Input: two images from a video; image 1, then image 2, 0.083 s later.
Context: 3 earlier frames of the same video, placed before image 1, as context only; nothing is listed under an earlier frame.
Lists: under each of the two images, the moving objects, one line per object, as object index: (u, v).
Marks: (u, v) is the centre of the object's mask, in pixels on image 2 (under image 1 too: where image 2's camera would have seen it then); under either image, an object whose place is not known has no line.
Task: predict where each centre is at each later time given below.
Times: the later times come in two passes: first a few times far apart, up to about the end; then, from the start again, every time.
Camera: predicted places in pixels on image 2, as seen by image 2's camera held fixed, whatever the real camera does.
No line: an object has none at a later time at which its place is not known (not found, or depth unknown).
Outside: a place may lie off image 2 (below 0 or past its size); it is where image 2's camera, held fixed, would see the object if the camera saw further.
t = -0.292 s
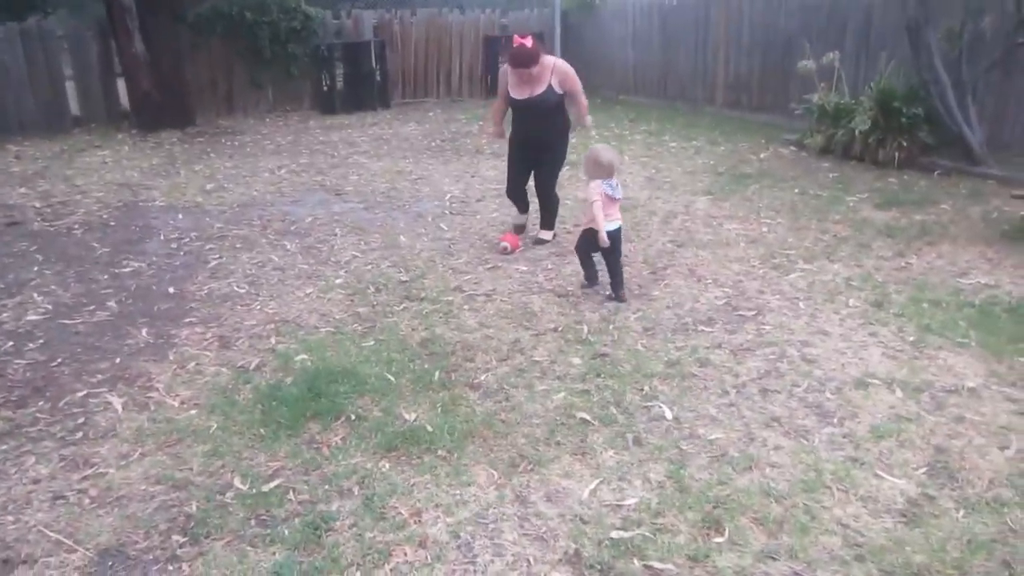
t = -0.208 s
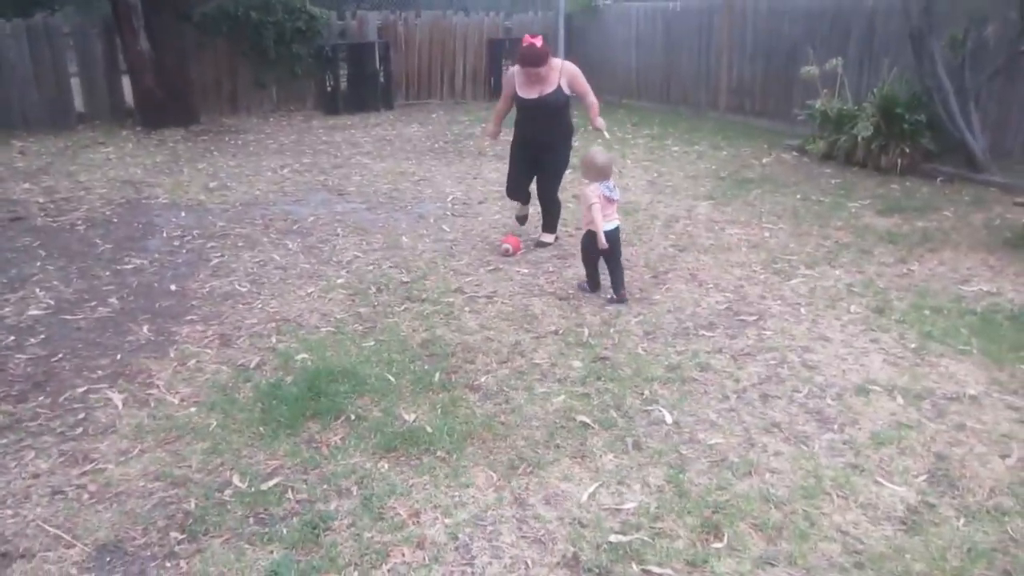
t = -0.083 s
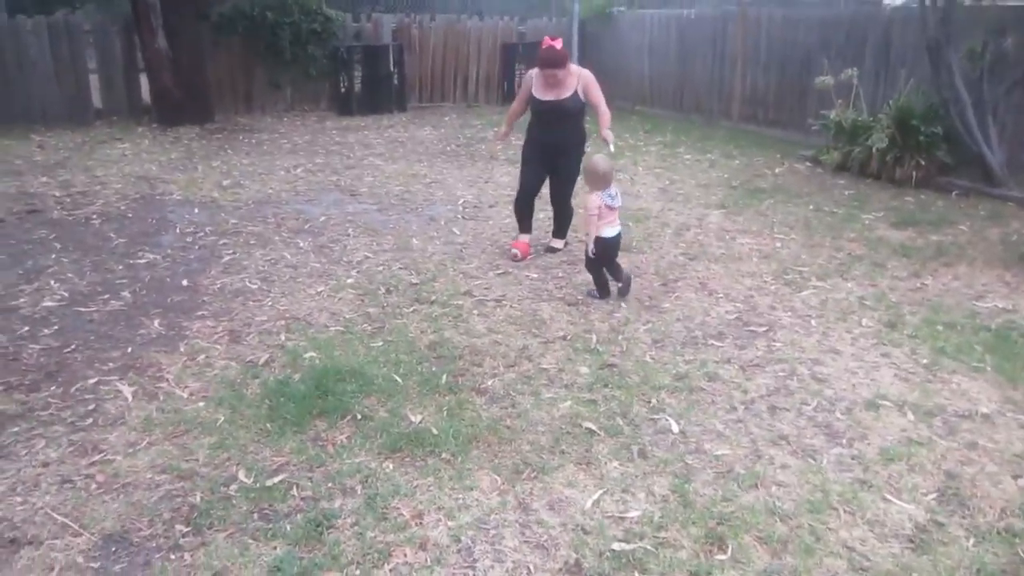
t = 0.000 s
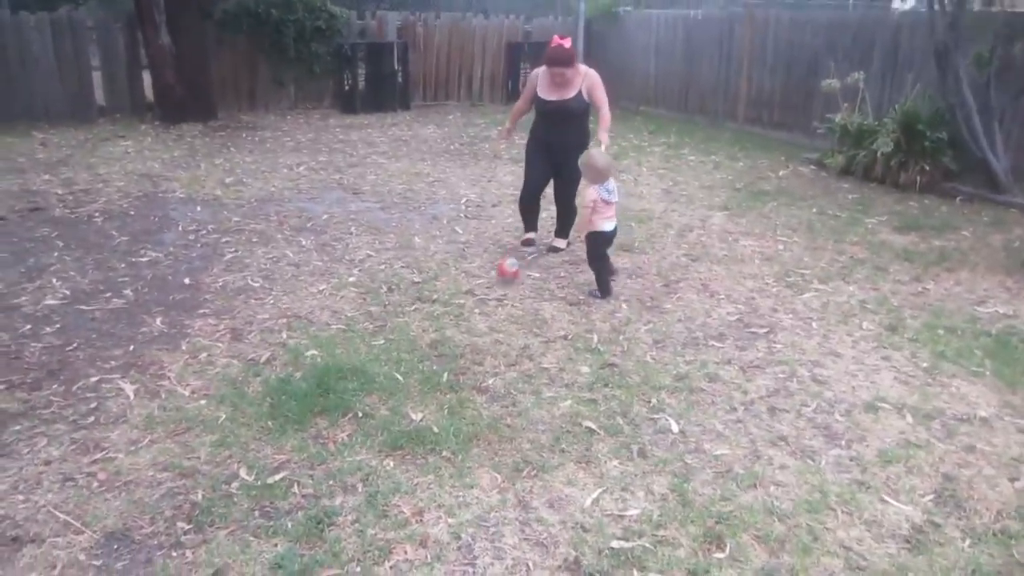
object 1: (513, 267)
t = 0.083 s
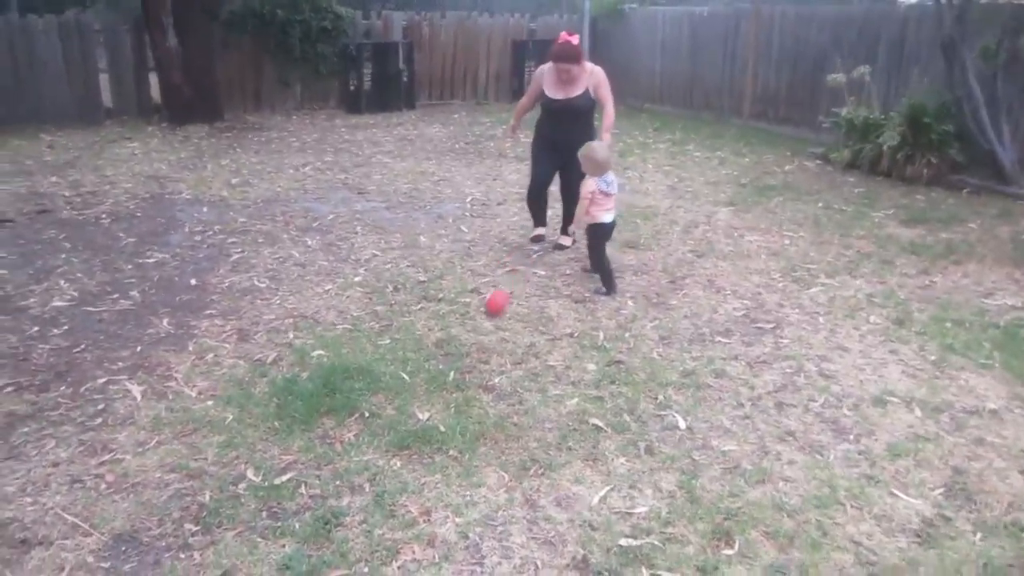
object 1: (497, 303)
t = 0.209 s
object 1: (465, 338)
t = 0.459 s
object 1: (384, 450)
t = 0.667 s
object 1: (301, 544)
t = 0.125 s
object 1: (485, 315)
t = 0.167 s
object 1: (476, 324)
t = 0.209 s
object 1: (465, 338)
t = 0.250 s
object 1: (454, 355)
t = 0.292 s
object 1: (440, 378)
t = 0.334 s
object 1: (425, 401)
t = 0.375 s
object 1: (413, 415)
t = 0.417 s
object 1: (399, 429)
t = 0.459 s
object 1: (384, 450)
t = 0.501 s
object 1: (370, 477)
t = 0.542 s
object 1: (354, 489)
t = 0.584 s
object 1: (338, 503)
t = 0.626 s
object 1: (318, 524)
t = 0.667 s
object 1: (301, 544)
